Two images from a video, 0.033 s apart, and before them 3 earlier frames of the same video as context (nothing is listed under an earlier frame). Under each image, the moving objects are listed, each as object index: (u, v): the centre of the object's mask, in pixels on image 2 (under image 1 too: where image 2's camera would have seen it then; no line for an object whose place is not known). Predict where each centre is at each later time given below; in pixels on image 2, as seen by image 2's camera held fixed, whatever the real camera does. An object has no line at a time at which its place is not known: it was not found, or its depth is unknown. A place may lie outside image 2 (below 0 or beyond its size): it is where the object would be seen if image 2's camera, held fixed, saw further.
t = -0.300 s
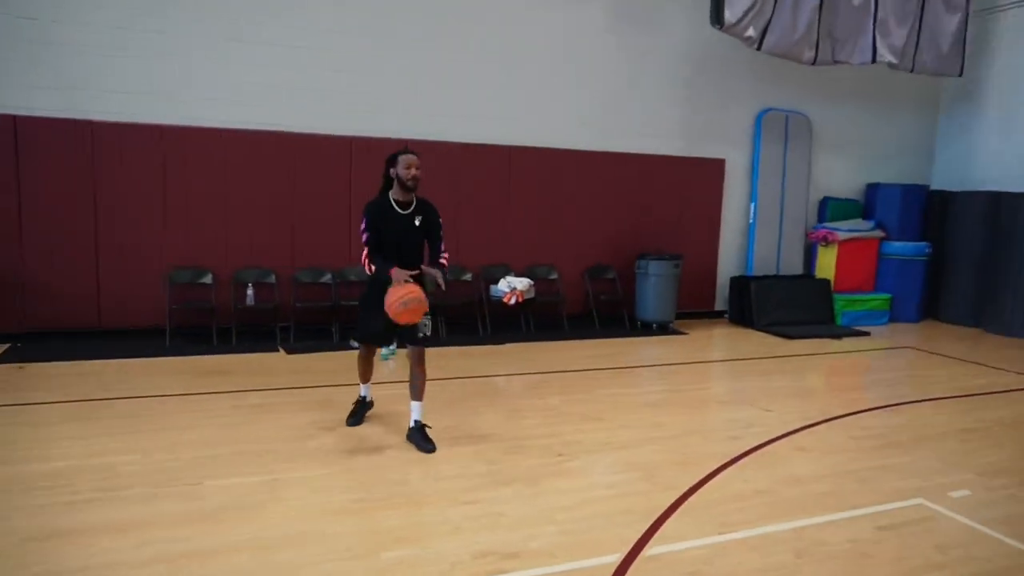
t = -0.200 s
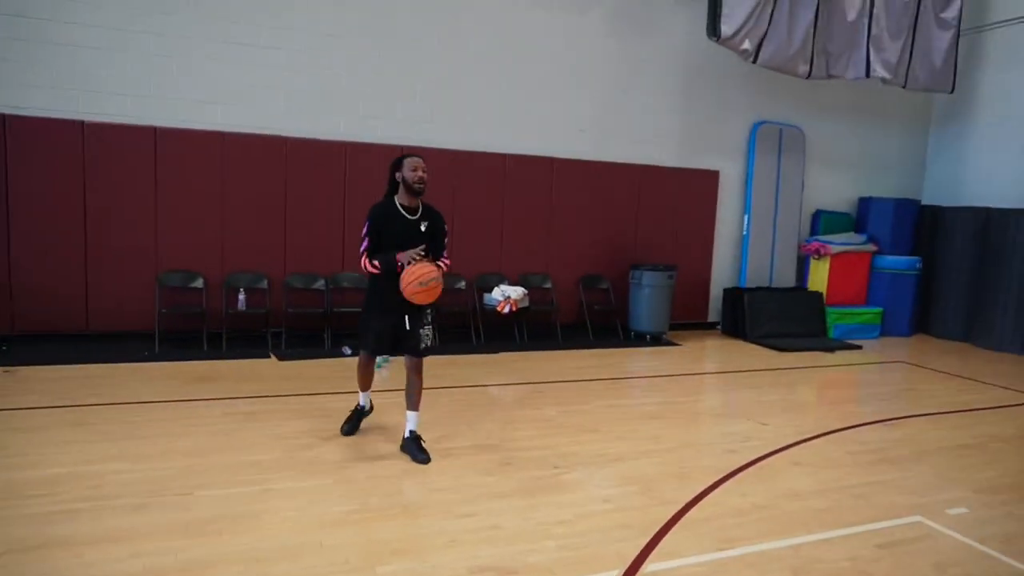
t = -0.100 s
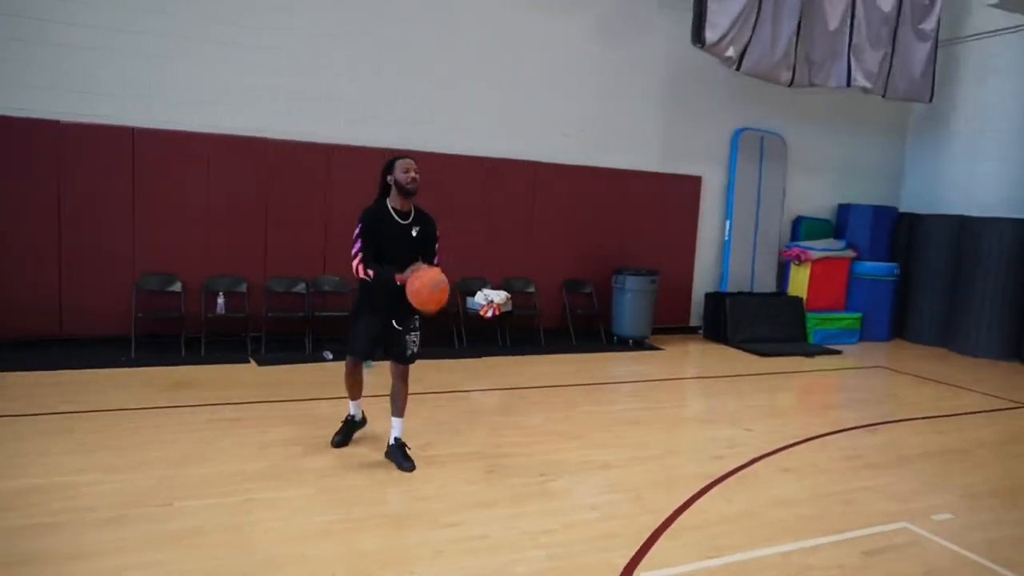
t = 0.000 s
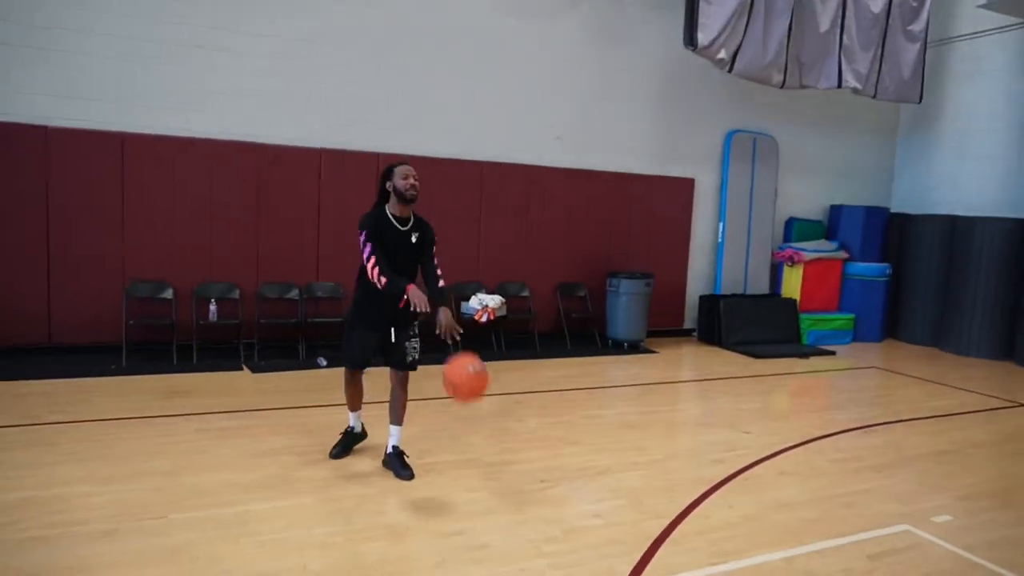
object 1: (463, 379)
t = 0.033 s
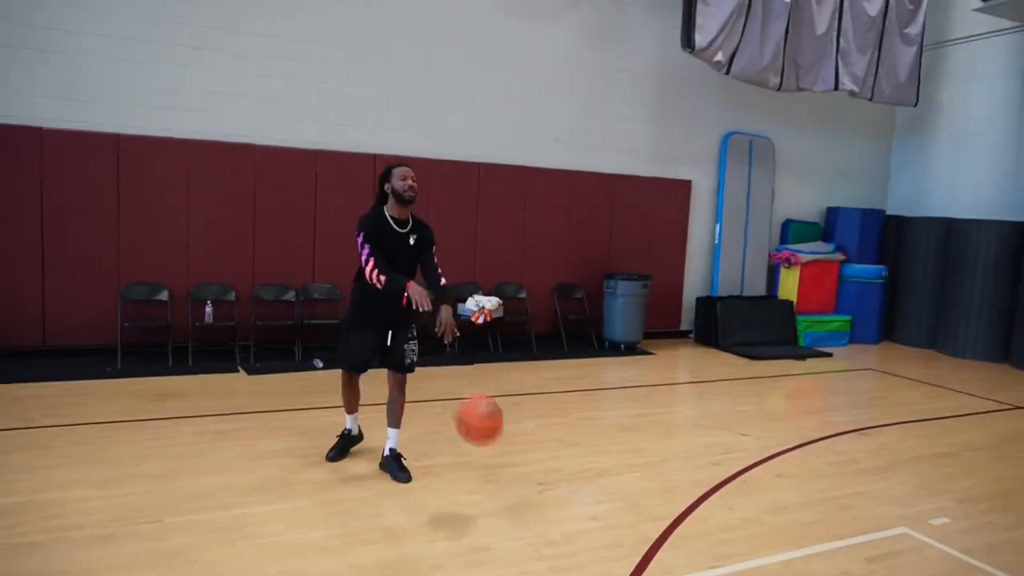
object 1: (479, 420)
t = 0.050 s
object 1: (487, 440)
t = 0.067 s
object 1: (495, 463)
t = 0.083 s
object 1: (503, 486)
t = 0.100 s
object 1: (512, 510)
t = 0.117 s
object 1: (521, 537)
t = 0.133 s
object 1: (527, 536)
